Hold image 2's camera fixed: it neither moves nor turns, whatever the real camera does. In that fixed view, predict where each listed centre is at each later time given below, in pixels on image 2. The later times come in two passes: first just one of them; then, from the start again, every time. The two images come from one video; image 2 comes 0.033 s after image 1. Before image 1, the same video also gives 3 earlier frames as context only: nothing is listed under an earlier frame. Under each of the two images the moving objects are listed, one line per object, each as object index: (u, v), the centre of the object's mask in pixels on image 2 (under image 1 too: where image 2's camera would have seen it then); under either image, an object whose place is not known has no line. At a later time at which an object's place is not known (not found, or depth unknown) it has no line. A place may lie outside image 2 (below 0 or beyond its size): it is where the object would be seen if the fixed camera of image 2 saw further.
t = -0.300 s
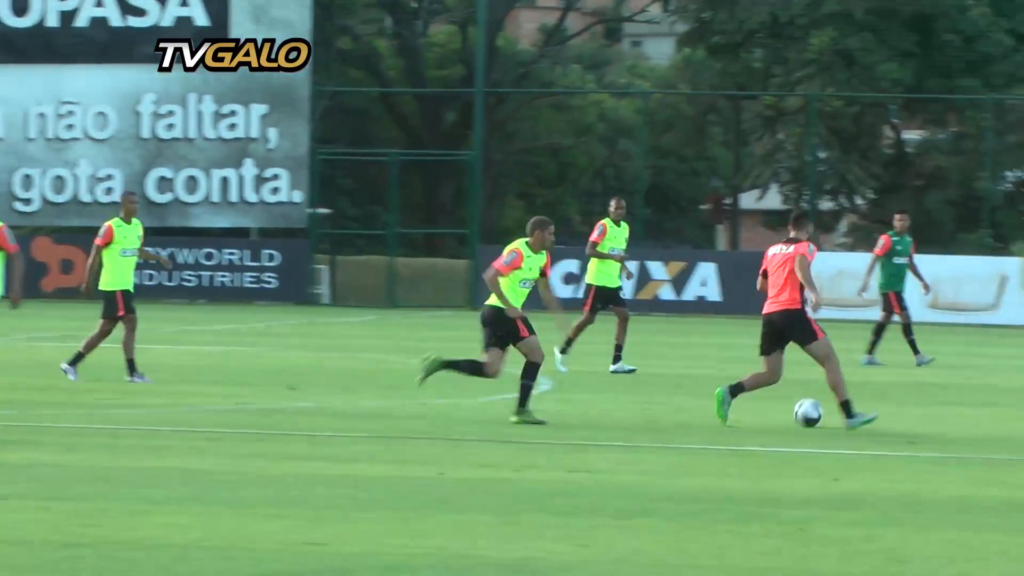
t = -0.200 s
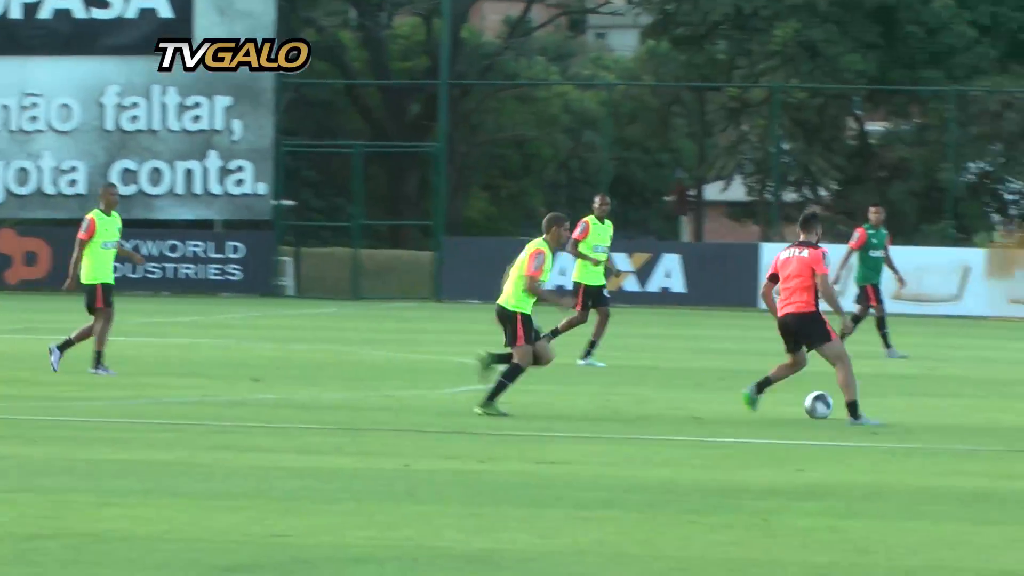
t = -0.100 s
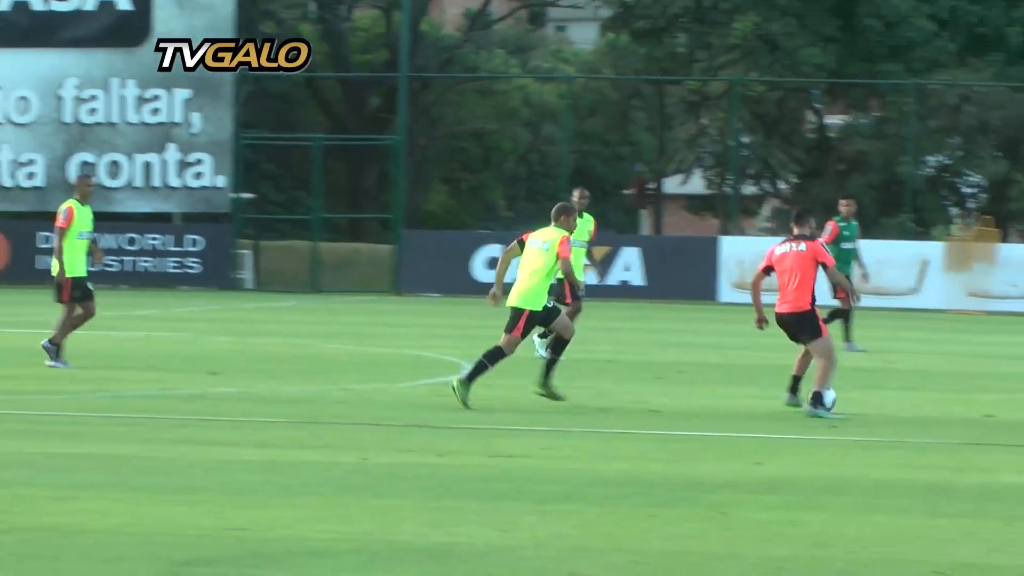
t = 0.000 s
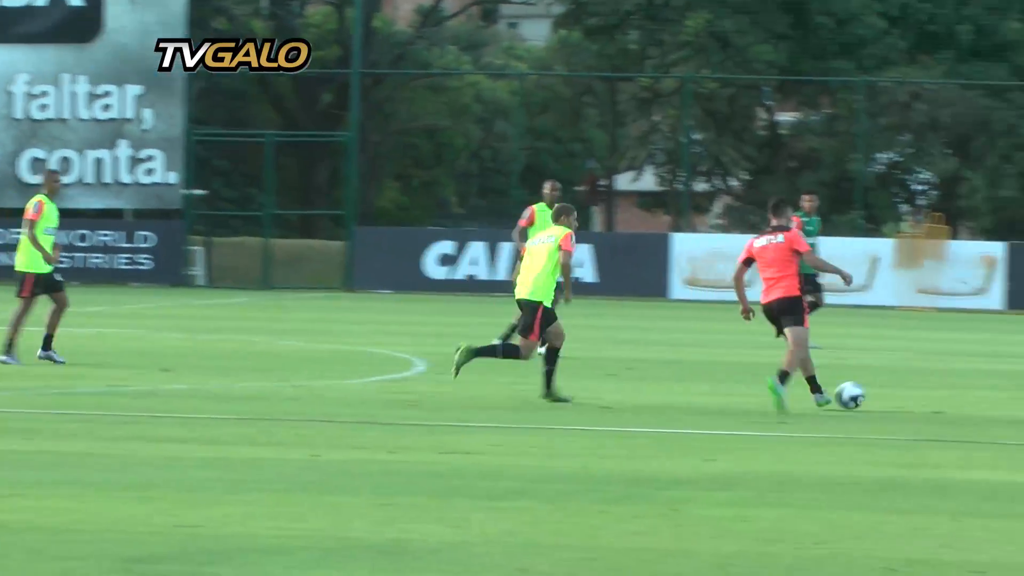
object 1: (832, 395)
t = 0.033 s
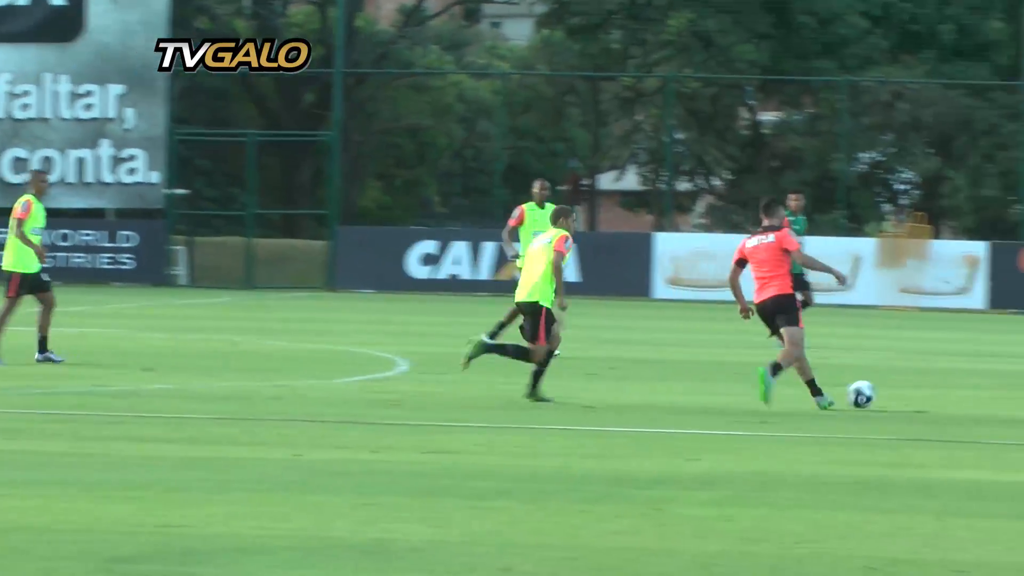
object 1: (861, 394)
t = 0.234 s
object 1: (1021, 400)
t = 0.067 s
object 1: (889, 395)
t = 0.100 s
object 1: (917, 398)
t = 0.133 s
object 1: (945, 399)
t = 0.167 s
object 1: (969, 399)
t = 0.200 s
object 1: (995, 398)
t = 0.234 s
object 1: (1021, 400)
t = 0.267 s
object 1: (1046, 402)
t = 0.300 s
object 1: (1069, 401)
